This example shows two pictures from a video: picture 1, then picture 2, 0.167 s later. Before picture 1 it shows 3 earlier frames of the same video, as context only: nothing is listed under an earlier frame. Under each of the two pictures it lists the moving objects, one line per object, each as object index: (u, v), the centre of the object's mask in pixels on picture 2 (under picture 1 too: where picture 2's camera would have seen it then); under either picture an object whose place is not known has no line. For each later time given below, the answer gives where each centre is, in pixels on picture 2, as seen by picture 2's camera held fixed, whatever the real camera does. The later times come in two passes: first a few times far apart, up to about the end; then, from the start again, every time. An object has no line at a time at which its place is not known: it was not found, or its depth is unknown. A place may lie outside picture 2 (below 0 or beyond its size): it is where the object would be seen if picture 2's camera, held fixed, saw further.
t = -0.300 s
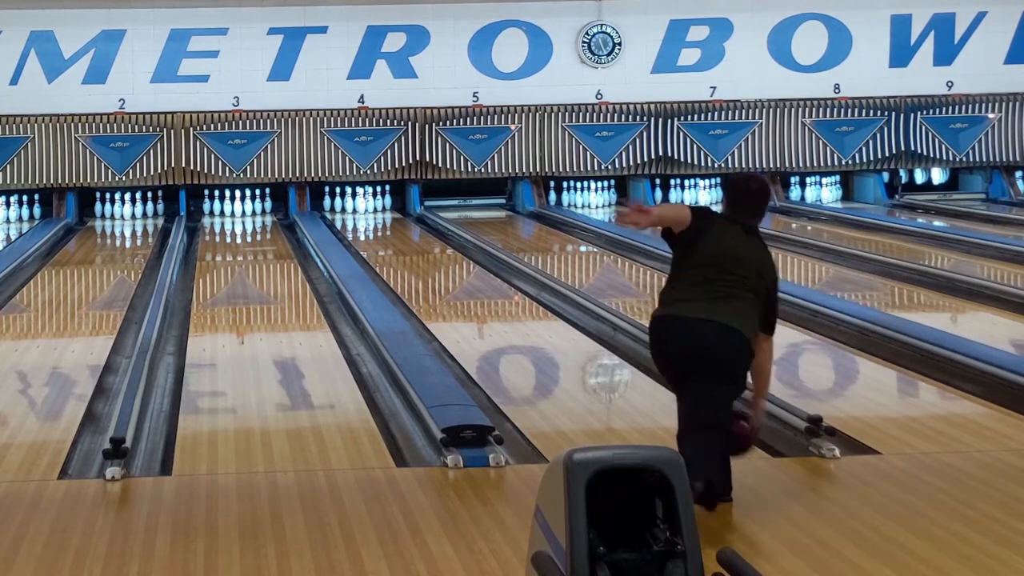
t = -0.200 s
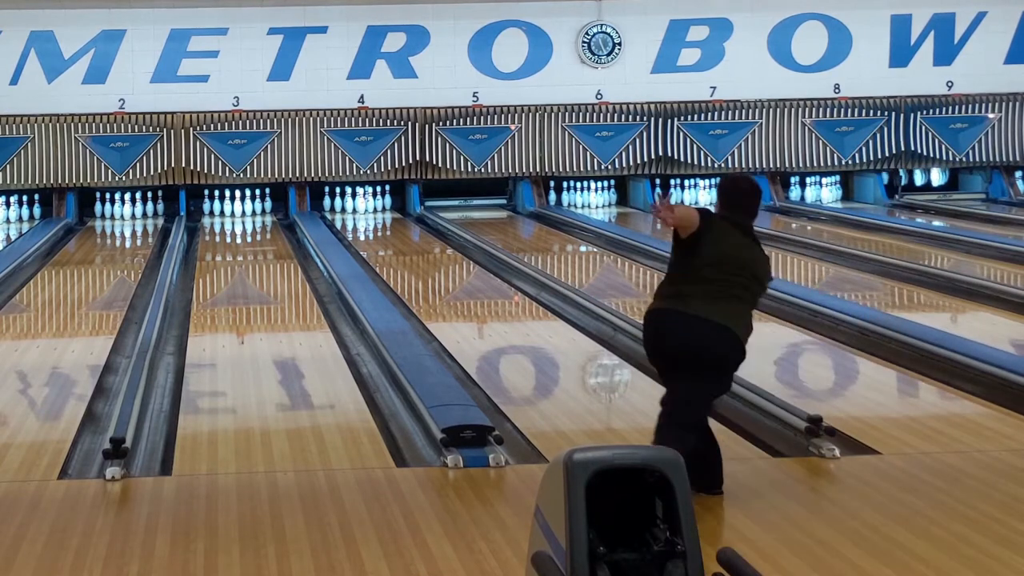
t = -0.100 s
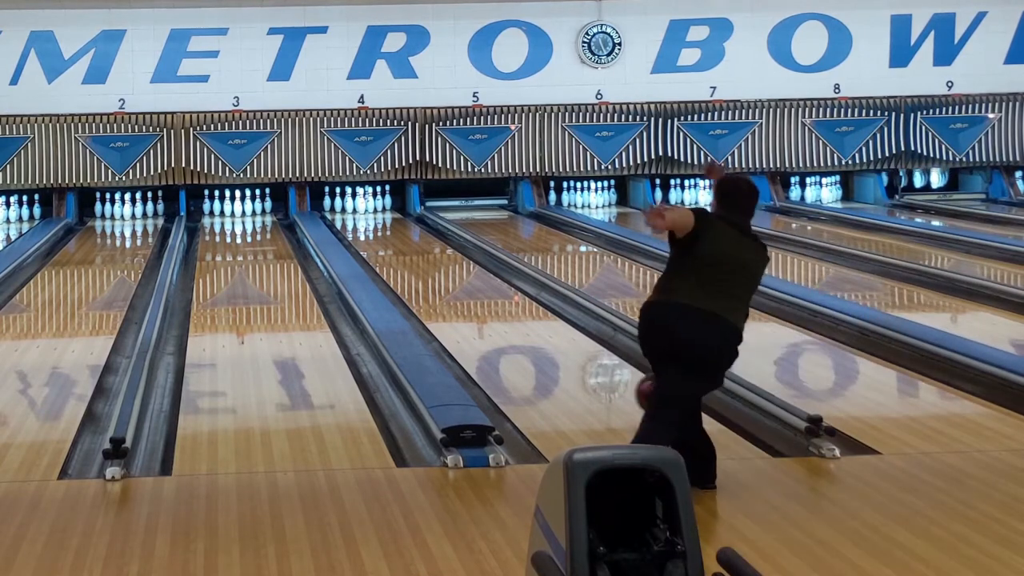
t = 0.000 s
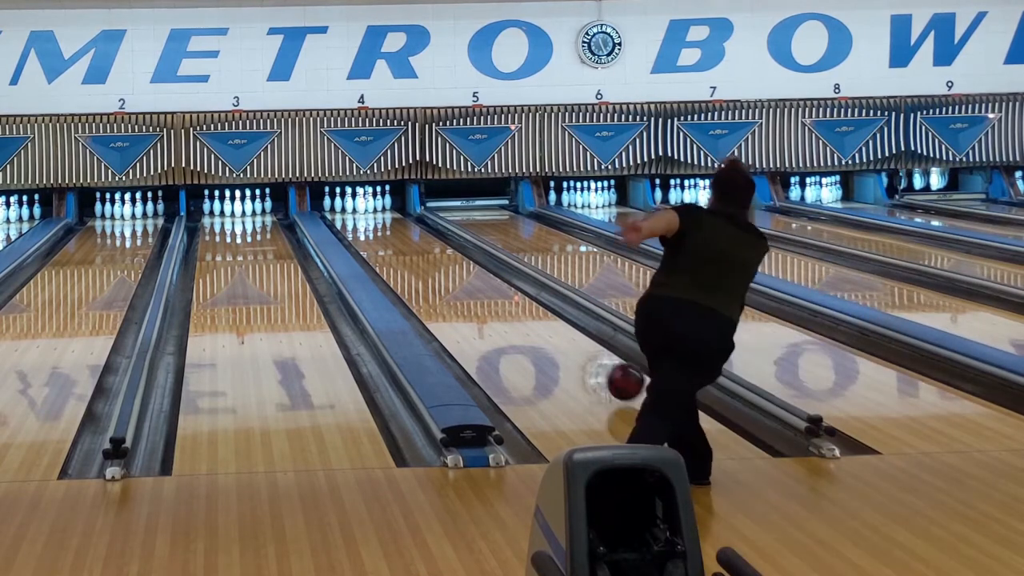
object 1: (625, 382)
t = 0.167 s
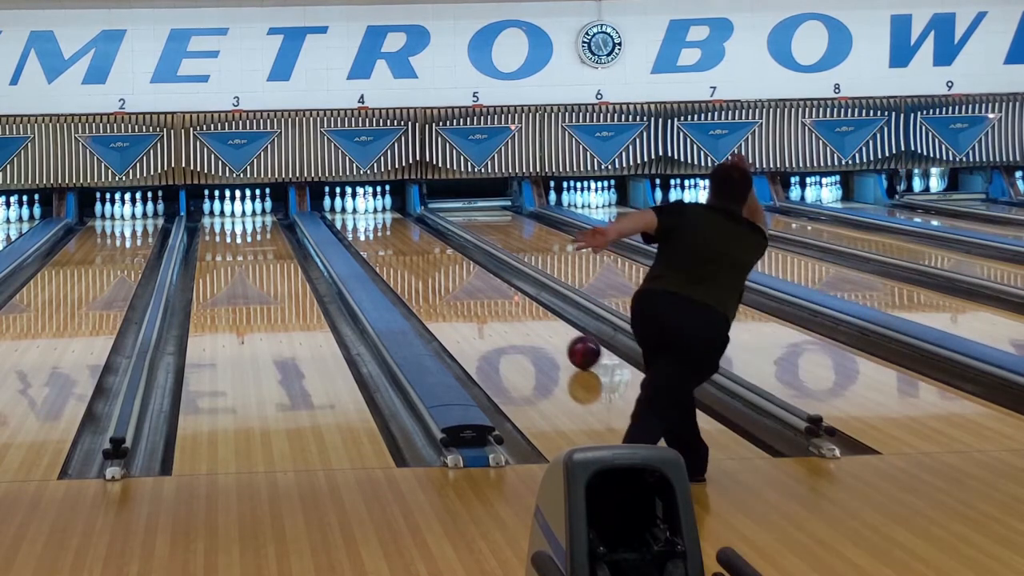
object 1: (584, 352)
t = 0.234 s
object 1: (569, 341)
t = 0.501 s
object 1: (523, 306)
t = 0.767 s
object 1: (487, 280)
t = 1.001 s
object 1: (463, 262)
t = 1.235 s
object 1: (442, 247)
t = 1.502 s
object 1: (422, 233)
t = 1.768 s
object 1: (405, 222)
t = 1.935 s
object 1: (394, 217)
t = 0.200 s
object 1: (577, 347)
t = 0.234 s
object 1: (569, 341)
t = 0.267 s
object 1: (563, 336)
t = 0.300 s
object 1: (556, 331)
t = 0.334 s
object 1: (550, 326)
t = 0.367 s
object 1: (544, 322)
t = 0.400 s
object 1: (539, 318)
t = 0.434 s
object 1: (533, 314)
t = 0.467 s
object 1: (528, 309)
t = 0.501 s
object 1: (523, 306)
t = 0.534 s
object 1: (518, 302)
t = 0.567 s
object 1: (513, 298)
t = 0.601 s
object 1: (509, 295)
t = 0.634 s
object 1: (504, 291)
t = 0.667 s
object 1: (500, 289)
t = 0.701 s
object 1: (495, 285)
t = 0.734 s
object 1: (491, 282)
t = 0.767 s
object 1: (487, 280)
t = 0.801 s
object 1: (484, 277)
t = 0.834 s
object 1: (480, 274)
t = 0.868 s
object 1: (476, 272)
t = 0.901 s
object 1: (473, 269)
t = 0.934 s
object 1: (469, 267)
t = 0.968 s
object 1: (466, 264)
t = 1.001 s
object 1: (463, 262)
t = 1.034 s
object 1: (460, 260)
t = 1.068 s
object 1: (457, 258)
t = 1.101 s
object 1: (454, 255)
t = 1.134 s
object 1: (451, 253)
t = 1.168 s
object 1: (447, 251)
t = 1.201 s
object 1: (445, 249)
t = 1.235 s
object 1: (442, 247)
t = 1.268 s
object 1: (439, 245)
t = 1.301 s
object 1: (437, 243)
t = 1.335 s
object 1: (435, 241)
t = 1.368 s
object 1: (432, 240)
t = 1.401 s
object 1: (429, 238)
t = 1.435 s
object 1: (427, 236)
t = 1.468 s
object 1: (425, 235)
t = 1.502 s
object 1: (422, 233)
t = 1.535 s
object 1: (420, 232)
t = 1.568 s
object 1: (418, 231)
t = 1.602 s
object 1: (415, 229)
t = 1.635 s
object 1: (413, 227)
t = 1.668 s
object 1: (411, 226)
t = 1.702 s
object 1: (409, 225)
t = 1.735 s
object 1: (407, 223)
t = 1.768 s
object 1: (405, 222)
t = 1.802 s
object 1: (402, 222)
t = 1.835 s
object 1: (401, 220)
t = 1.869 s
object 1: (398, 220)
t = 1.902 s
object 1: (396, 218)
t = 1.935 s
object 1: (394, 217)
